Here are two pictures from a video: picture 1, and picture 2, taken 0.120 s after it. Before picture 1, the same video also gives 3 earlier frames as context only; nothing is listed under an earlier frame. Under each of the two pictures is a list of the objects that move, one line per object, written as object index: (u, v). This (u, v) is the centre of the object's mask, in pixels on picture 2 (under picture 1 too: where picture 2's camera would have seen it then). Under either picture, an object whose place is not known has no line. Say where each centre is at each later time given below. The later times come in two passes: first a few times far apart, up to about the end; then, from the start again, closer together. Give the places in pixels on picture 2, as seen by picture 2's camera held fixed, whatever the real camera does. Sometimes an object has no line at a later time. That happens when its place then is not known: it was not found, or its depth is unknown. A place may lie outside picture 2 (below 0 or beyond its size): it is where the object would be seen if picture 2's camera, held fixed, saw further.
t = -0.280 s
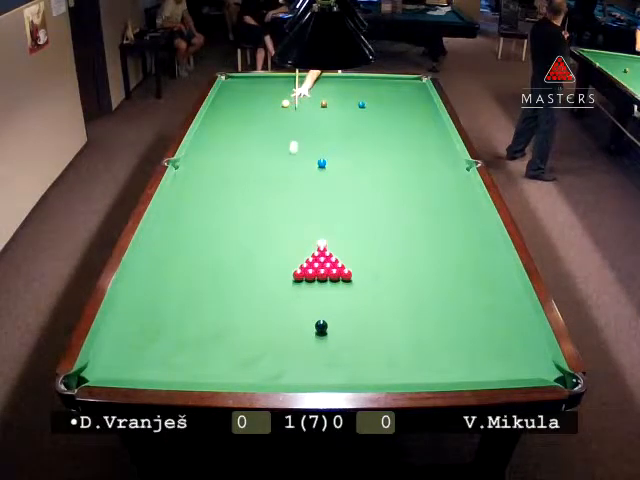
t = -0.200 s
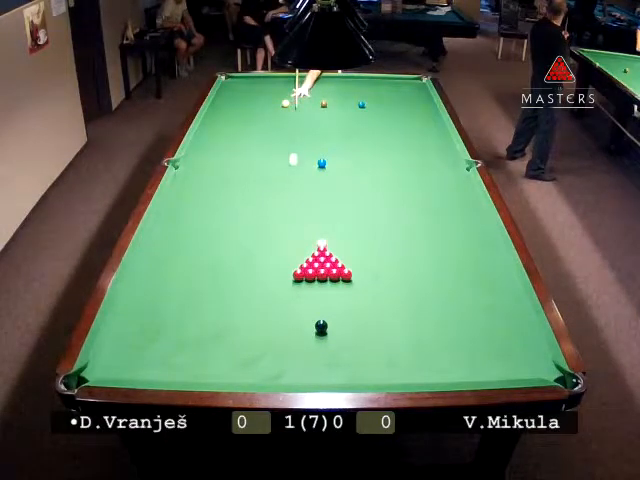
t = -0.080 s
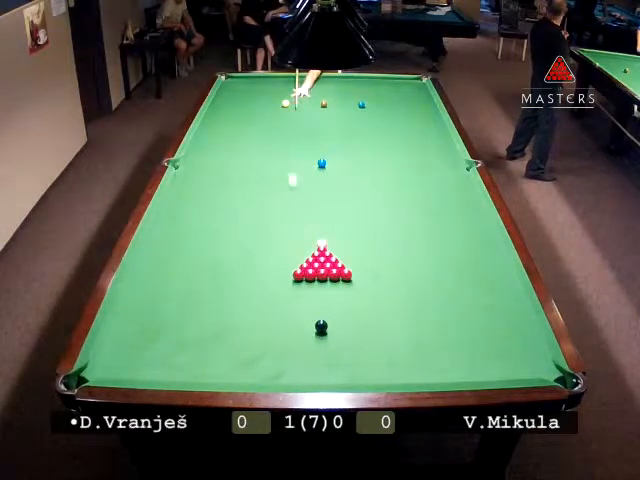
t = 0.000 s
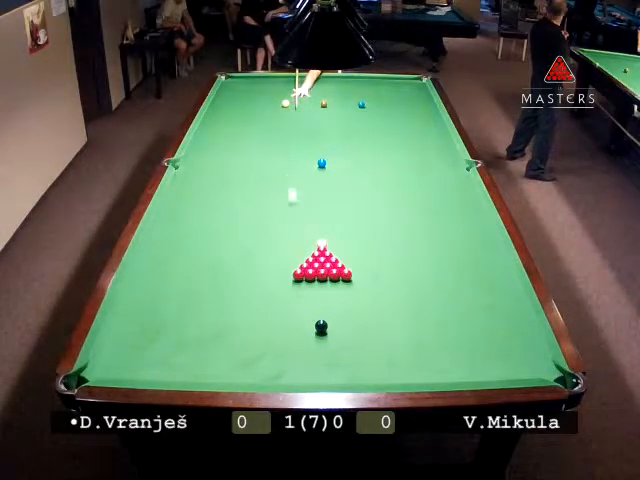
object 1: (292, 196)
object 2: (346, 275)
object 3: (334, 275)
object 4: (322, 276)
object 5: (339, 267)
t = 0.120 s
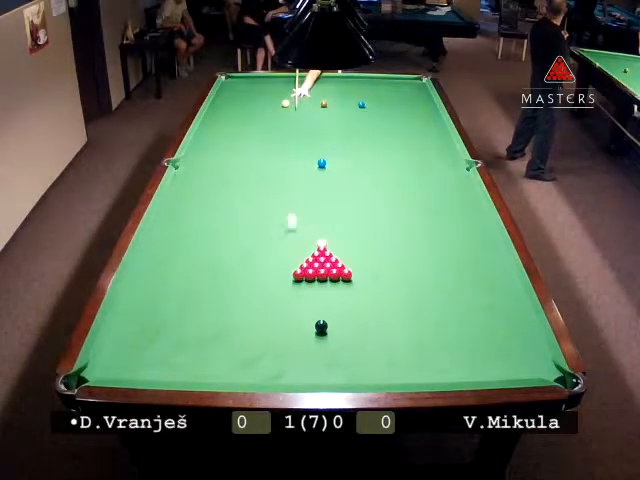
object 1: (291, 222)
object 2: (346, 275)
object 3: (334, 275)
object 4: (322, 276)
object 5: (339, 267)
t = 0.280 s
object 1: (290, 263)
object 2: (347, 277)
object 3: (334, 276)
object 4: (322, 277)
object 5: (340, 269)
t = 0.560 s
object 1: (231, 317)
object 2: (366, 276)
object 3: (335, 282)
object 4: (322, 284)
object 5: (348, 267)
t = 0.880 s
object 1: (163, 361)
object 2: (387, 277)
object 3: (334, 287)
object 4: (322, 293)
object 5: (355, 265)
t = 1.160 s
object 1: (144, 317)
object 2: (403, 277)
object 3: (334, 291)
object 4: (322, 300)
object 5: (359, 263)
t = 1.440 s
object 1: (129, 281)
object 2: (417, 277)
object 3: (334, 294)
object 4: (321, 306)
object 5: (362, 261)
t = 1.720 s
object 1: (156, 257)
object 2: (429, 277)
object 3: (334, 295)
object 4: (321, 310)
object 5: (363, 261)
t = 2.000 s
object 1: (180, 235)
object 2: (439, 277)
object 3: (334, 295)
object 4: (321, 314)
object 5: (362, 261)
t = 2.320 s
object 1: (203, 214)
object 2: (447, 277)
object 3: (334, 295)
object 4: (319, 315)
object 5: (362, 261)
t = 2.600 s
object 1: (220, 198)
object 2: (452, 277)
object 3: (334, 295)
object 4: (319, 315)
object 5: (362, 261)
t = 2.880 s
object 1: (236, 185)
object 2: (455, 277)
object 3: (334, 295)
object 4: (319, 316)
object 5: (362, 261)
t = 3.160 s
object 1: (250, 173)
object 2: (456, 277)
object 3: (334, 295)
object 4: (319, 315)
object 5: (362, 261)
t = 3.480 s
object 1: (263, 161)
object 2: (456, 277)
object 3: (334, 295)
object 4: (319, 316)
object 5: (362, 261)
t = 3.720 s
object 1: (271, 153)
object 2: (456, 277)
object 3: (334, 296)
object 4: (319, 316)
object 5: (362, 261)
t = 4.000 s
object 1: (280, 145)
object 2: (456, 277)
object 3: (334, 296)
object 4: (319, 316)
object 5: (362, 261)
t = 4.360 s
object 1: (289, 136)
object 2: (456, 276)
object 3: (334, 296)
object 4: (319, 316)
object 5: (362, 261)
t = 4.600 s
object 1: (295, 131)
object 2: (456, 276)
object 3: (334, 296)
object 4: (319, 316)
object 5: (362, 261)
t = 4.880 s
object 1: (302, 126)
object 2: (456, 276)
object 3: (334, 296)
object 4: (319, 316)
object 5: (362, 261)
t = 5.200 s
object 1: (308, 120)
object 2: (456, 276)
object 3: (334, 295)
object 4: (319, 316)
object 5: (362, 261)
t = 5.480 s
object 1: (312, 117)
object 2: (456, 277)
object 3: (334, 295)
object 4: (319, 316)
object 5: (362, 261)
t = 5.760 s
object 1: (316, 113)
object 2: (456, 276)
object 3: (334, 295)
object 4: (319, 316)
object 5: (362, 261)
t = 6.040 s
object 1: (320, 110)
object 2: (456, 277)
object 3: (334, 295)
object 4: (319, 316)
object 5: (362, 261)
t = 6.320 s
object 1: (323, 108)
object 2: (456, 277)
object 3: (334, 295)
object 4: (319, 316)
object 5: (362, 261)
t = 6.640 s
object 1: (327, 105)
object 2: (456, 277)
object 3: (334, 295)
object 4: (319, 316)
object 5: (362, 261)
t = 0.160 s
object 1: (291, 232)
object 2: (347, 277)
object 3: (334, 277)
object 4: (322, 277)
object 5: (340, 269)
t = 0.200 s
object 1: (291, 241)
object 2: (347, 277)
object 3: (334, 277)
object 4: (322, 277)
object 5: (340, 269)
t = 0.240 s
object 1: (290, 251)
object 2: (347, 277)
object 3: (334, 276)
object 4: (322, 277)
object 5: (340, 269)
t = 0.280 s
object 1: (290, 263)
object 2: (347, 277)
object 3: (334, 276)
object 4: (322, 277)
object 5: (340, 269)
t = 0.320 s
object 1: (285, 272)
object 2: (348, 277)
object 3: (334, 276)
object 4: (322, 277)
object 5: (341, 269)
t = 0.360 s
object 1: (276, 278)
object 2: (351, 277)
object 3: (334, 277)
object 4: (322, 279)
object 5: (342, 269)
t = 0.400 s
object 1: (266, 285)
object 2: (354, 277)
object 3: (335, 278)
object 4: (323, 280)
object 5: (344, 268)
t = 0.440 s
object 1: (257, 293)
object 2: (357, 277)
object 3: (335, 279)
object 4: (323, 281)
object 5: (345, 268)
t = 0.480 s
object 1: (248, 301)
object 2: (360, 277)
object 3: (335, 280)
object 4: (323, 282)
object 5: (346, 267)
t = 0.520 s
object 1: (239, 309)
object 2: (363, 277)
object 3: (335, 281)
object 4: (323, 283)
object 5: (347, 268)
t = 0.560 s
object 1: (231, 317)
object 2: (366, 276)
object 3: (335, 282)
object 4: (322, 284)
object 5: (348, 267)
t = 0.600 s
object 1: (221, 327)
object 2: (369, 277)
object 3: (334, 283)
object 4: (323, 285)
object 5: (349, 267)
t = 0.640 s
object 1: (211, 336)
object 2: (372, 277)
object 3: (334, 283)
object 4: (323, 286)
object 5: (350, 267)
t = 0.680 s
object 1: (201, 345)
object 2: (374, 277)
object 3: (334, 284)
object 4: (323, 287)
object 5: (351, 266)
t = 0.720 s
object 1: (191, 355)
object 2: (377, 277)
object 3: (334, 285)
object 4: (323, 288)
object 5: (351, 266)
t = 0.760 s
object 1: (181, 364)
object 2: (380, 277)
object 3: (334, 285)
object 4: (322, 290)
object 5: (352, 266)
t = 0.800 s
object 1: (172, 372)
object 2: (382, 277)
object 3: (334, 285)
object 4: (322, 290)
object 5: (353, 265)
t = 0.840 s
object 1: (166, 369)
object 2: (385, 277)
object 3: (334, 286)
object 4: (322, 292)
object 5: (354, 265)
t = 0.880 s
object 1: (163, 361)
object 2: (387, 277)
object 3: (334, 287)
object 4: (322, 293)
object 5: (355, 265)
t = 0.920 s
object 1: (160, 354)
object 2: (390, 277)
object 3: (334, 287)
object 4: (322, 294)
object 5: (355, 265)
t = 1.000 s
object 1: (154, 340)
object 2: (394, 277)
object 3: (334, 288)
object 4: (322, 296)
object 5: (357, 264)
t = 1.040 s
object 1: (151, 334)
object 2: (397, 277)
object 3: (334, 289)
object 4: (322, 297)
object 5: (357, 263)
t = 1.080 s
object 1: (149, 328)
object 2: (399, 277)
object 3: (334, 290)
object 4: (322, 298)
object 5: (358, 263)
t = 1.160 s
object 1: (144, 317)
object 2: (403, 277)
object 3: (334, 291)
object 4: (322, 300)
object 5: (359, 263)
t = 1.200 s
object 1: (141, 312)
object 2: (405, 277)
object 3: (334, 291)
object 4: (322, 301)
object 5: (360, 263)
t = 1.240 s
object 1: (139, 306)
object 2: (407, 277)
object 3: (334, 292)
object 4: (322, 302)
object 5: (360, 263)
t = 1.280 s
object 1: (137, 301)
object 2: (409, 277)
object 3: (334, 292)
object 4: (322, 303)
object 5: (360, 261)
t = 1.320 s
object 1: (135, 296)
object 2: (411, 277)
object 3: (334, 293)
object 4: (322, 304)
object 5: (361, 261)
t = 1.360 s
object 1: (133, 291)
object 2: (413, 277)
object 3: (334, 293)
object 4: (322, 304)
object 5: (361, 261)
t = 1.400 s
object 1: (130, 286)
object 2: (415, 277)
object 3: (334, 294)
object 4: (322, 306)
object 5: (361, 261)
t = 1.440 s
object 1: (129, 281)
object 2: (417, 277)
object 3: (334, 294)
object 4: (321, 306)
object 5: (362, 261)
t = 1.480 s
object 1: (132, 278)
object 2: (419, 277)
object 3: (334, 294)
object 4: (321, 307)
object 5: (362, 261)
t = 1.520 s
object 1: (137, 274)
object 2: (421, 277)
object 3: (334, 294)
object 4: (321, 308)
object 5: (362, 261)
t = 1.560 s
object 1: (141, 270)
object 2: (423, 277)
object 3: (334, 295)
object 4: (321, 309)
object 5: (362, 261)
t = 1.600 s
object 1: (145, 267)
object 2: (424, 277)
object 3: (334, 294)
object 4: (321, 309)
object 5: (362, 261)
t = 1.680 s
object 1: (152, 260)
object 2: (427, 277)
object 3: (334, 295)
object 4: (321, 310)
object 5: (363, 261)
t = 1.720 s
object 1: (156, 257)
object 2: (429, 277)
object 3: (334, 295)
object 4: (321, 310)
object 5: (363, 261)
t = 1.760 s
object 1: (159, 253)
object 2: (430, 277)
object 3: (334, 295)
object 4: (321, 311)
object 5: (363, 261)
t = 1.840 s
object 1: (166, 247)
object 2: (433, 277)
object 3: (334, 295)
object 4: (321, 312)
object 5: (362, 261)
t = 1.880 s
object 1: (170, 244)
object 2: (435, 277)
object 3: (334, 295)
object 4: (321, 312)
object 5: (362, 261)
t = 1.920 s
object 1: (173, 241)
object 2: (436, 277)
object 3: (334, 295)
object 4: (321, 313)
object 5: (362, 261)
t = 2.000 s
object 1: (180, 235)
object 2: (439, 277)
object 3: (334, 295)
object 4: (321, 314)
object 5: (362, 261)
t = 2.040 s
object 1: (183, 232)
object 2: (440, 277)
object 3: (334, 295)
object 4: (321, 314)
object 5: (362, 261)
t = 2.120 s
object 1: (188, 227)
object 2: (442, 277)
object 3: (334, 295)
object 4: (320, 314)
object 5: (362, 261)
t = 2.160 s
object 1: (191, 224)
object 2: (444, 277)
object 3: (334, 296)
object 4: (320, 315)
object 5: (362, 261)
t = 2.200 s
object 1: (194, 222)
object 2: (444, 277)
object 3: (334, 295)
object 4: (320, 315)
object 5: (362, 261)
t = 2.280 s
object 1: (200, 217)
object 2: (446, 277)
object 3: (334, 295)
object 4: (320, 315)
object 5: (362, 261)
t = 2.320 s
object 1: (203, 214)
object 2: (447, 277)
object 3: (334, 295)
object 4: (319, 315)
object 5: (362, 261)
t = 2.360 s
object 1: (206, 212)
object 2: (448, 277)
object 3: (334, 295)
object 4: (320, 315)
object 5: (362, 261)
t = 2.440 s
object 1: (211, 207)
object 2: (450, 277)
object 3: (334, 295)
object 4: (319, 315)
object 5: (362, 261)
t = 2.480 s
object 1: (213, 205)
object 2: (450, 277)
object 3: (334, 295)
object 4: (319, 315)
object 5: (362, 261)
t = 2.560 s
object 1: (218, 201)
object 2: (452, 277)
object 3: (334, 295)
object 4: (319, 315)
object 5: (362, 261)
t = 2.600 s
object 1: (220, 198)
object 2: (452, 277)
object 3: (334, 295)
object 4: (319, 315)
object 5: (362, 261)
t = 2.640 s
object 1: (223, 197)
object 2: (453, 277)
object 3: (334, 295)
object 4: (319, 315)
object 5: (362, 261)
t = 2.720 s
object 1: (227, 192)
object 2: (454, 277)
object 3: (334, 295)
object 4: (319, 315)
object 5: (362, 261)
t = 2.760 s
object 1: (230, 190)
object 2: (454, 277)
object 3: (334, 295)
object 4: (319, 315)
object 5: (362, 261)
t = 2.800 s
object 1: (232, 188)
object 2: (455, 277)
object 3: (334, 295)
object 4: (319, 315)
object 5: (362, 261)
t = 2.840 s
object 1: (234, 187)
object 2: (455, 277)
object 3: (334, 295)
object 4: (319, 315)
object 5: (362, 261)
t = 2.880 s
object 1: (236, 185)
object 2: (455, 277)
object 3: (334, 295)
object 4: (319, 316)
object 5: (362, 261)
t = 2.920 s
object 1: (238, 183)
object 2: (455, 277)
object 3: (334, 295)
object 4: (319, 316)
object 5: (362, 261)
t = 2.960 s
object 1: (240, 181)
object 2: (456, 277)
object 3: (334, 295)
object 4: (319, 316)
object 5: (362, 261)
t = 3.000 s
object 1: (242, 179)
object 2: (456, 277)
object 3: (334, 295)
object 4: (319, 316)
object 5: (362, 261)
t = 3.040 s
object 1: (244, 177)
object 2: (456, 277)
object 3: (334, 295)
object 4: (319, 316)
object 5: (362, 261)
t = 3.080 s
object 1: (246, 176)
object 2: (456, 277)
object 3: (334, 295)
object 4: (319, 315)
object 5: (362, 261)
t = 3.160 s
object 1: (250, 173)
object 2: (456, 277)
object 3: (334, 295)
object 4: (319, 315)
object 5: (362, 261)
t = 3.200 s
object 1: (251, 171)
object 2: (456, 277)
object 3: (334, 295)
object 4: (319, 315)
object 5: (362, 261)
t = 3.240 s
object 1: (252, 170)
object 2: (456, 277)
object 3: (334, 295)
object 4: (319, 315)
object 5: (362, 261)
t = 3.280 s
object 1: (255, 168)
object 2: (456, 277)
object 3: (334, 295)
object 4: (319, 315)
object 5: (362, 261)
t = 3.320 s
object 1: (256, 167)
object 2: (456, 277)
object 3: (334, 295)
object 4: (319, 315)
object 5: (362, 261)
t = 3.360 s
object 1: (258, 165)
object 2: (456, 277)
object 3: (334, 295)
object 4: (319, 315)
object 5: (362, 261)
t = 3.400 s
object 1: (259, 164)
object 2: (456, 277)
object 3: (334, 295)
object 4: (319, 315)
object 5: (362, 261)
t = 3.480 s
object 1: (263, 161)
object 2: (456, 277)
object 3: (334, 295)
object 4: (319, 316)
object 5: (362, 261)
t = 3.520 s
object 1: (264, 160)
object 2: (456, 277)
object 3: (334, 296)
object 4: (319, 316)
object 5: (362, 261)
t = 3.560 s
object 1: (266, 158)
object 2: (456, 277)
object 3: (334, 296)
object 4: (319, 316)
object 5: (362, 261)
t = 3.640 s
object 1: (269, 156)
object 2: (456, 276)
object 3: (334, 296)
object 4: (319, 316)
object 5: (362, 261)
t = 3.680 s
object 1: (270, 154)
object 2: (456, 277)
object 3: (334, 296)
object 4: (319, 316)
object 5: (362, 261)
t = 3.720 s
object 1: (271, 153)
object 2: (456, 277)
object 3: (334, 296)
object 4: (319, 316)
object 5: (362, 261)
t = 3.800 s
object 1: (274, 151)
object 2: (456, 276)
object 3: (334, 296)
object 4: (319, 316)
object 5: (362, 261)
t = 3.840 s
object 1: (275, 149)
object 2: (456, 277)
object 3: (334, 296)
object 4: (319, 316)
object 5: (362, 261)
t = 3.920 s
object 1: (277, 147)
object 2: (456, 277)
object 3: (334, 296)
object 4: (319, 316)
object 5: (362, 261)
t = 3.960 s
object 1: (279, 146)
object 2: (456, 276)
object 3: (334, 296)
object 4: (319, 316)
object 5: (362, 261)
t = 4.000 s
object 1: (280, 145)
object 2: (456, 277)
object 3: (334, 296)
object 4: (319, 316)
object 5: (362, 261)
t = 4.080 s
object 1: (282, 143)
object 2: (456, 276)
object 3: (334, 296)
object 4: (319, 316)
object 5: (362, 261)
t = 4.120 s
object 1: (283, 142)
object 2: (456, 276)
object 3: (334, 296)
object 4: (319, 316)
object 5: (362, 261)
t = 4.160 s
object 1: (284, 141)
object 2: (456, 276)
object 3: (334, 296)
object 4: (319, 316)
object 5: (362, 261)
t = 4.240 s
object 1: (286, 139)
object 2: (456, 276)
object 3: (334, 296)
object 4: (319, 316)
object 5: (362, 261)
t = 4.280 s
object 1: (288, 138)
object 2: (456, 276)
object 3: (334, 296)
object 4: (319, 316)
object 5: (362, 261)
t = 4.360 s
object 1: (289, 136)
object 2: (456, 276)
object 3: (334, 296)
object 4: (319, 316)
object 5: (362, 261)
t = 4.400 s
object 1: (291, 135)
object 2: (456, 276)
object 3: (334, 296)
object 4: (319, 316)
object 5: (362, 261)
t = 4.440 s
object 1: (292, 134)
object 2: (456, 276)
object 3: (334, 296)
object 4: (319, 316)
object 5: (362, 261)
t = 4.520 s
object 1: (294, 132)
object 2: (456, 276)
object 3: (334, 296)
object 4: (319, 316)
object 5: (362, 261)
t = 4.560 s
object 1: (295, 132)
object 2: (456, 276)
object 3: (334, 296)
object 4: (319, 316)
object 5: (362, 261)
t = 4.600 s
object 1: (295, 131)
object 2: (456, 276)
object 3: (334, 296)
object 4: (319, 316)
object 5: (362, 261)
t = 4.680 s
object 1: (298, 130)
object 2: (456, 276)
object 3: (334, 296)
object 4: (319, 316)
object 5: (362, 261)
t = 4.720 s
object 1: (298, 129)
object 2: (456, 276)
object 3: (334, 296)
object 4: (319, 316)
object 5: (362, 261)
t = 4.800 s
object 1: (300, 127)
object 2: (456, 276)
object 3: (334, 296)
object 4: (319, 316)
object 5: (362, 261)
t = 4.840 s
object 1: (300, 127)
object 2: (456, 276)
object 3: (334, 296)
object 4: (319, 316)
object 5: (362, 261)
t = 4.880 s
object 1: (302, 126)
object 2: (456, 276)
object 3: (334, 296)
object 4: (319, 316)
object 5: (362, 261)
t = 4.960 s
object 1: (304, 124)
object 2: (456, 276)
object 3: (334, 295)
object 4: (319, 316)
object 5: (362, 261)
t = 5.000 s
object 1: (304, 124)
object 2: (456, 276)
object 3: (334, 295)
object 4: (319, 316)
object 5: (362, 261)
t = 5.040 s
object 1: (305, 123)
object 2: (456, 276)
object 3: (334, 295)
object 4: (319, 316)
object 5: (362, 261)
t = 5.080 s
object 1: (305, 123)
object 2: (456, 277)
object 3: (334, 295)
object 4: (319, 316)
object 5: (362, 261)
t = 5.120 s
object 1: (307, 122)
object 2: (456, 276)
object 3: (334, 295)
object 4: (319, 316)
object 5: (362, 261)
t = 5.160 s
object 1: (307, 121)
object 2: (456, 277)
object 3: (334, 295)
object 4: (319, 316)
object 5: (362, 261)
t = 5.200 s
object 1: (308, 120)
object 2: (456, 276)
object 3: (334, 295)
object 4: (319, 316)
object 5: (362, 261)
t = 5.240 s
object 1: (308, 120)
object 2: (456, 277)
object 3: (334, 295)
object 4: (319, 316)
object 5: (362, 261)
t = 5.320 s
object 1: (310, 119)
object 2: (456, 276)
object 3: (334, 295)
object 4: (319, 316)
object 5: (362, 261)
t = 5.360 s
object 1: (311, 118)
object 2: (456, 276)
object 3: (334, 295)
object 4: (319, 316)
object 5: (362, 261)
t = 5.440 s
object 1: (312, 117)
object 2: (456, 276)
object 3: (334, 295)
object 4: (319, 316)
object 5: (362, 261)
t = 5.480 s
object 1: (312, 117)
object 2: (456, 277)
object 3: (334, 295)
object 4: (319, 316)
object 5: (362, 261)
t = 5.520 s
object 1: (313, 116)
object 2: (456, 276)
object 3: (334, 295)
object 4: (319, 316)
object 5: (362, 261)
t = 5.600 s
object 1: (314, 115)
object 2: (456, 277)
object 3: (334, 295)
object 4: (319, 316)
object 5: (362, 261)
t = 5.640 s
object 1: (314, 115)
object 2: (456, 276)
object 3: (334, 295)
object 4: (319, 316)
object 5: (362, 261)
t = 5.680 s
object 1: (315, 114)
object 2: (456, 277)
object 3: (334, 295)
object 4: (319, 316)
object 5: (362, 261)
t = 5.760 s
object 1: (316, 113)
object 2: (456, 276)
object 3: (334, 295)
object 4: (319, 316)
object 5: (362, 261)
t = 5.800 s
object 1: (317, 113)
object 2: (456, 276)
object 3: (334, 295)
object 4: (319, 316)
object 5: (362, 261)
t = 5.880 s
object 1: (318, 112)
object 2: (456, 276)
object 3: (334, 295)
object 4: (319, 316)
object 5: (362, 261)
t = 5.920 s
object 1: (319, 112)
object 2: (456, 276)
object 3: (334, 295)
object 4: (319, 316)
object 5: (362, 261)
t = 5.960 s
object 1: (319, 112)
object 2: (456, 276)
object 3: (334, 295)
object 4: (319, 316)
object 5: (362, 261)
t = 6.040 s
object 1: (320, 110)
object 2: (456, 277)
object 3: (334, 295)
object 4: (319, 316)
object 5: (362, 261)
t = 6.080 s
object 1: (321, 110)
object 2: (456, 276)
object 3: (334, 295)
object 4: (319, 316)
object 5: (362, 261)
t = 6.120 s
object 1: (321, 110)
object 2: (456, 277)
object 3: (334, 295)
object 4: (319, 316)
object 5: (362, 261)
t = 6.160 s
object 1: (322, 109)
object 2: (456, 277)
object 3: (334, 295)
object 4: (319, 316)
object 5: (362, 261)
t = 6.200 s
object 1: (322, 109)
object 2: (456, 277)
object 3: (334, 295)
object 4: (319, 316)
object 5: (362, 261)
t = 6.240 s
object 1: (322, 109)
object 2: (456, 277)
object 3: (334, 295)
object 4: (319, 316)
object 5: (362, 261)
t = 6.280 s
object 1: (323, 108)
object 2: (456, 277)
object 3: (334, 295)
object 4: (319, 316)
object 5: (362, 261)
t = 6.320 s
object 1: (323, 108)
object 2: (456, 277)
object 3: (334, 295)
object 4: (319, 316)
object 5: (362, 261)
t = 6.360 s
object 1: (325, 107)
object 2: (456, 276)
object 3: (334, 295)
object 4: (319, 316)
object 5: (362, 261)
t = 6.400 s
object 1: (325, 107)
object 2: (456, 276)
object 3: (334, 295)
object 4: (319, 316)
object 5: (362, 261)
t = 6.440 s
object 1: (326, 106)
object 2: (456, 277)
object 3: (334, 295)
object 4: (319, 316)
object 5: (362, 261)
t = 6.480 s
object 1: (326, 106)
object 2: (456, 276)
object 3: (334, 295)
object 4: (319, 316)
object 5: (362, 261)
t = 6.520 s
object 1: (326, 106)
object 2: (456, 276)
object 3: (334, 295)
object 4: (319, 316)
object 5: (362, 261)
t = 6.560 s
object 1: (326, 106)
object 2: (456, 277)
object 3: (334, 295)
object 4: (319, 316)
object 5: (362, 261)
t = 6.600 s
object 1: (327, 106)
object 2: (456, 276)
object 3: (334, 295)
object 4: (319, 316)
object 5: (362, 261)
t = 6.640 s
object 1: (327, 105)
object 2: (456, 277)
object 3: (334, 295)
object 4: (319, 316)
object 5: (362, 261)
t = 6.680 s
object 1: (327, 105)
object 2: (456, 277)
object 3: (334, 295)
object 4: (319, 316)
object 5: (362, 261)
